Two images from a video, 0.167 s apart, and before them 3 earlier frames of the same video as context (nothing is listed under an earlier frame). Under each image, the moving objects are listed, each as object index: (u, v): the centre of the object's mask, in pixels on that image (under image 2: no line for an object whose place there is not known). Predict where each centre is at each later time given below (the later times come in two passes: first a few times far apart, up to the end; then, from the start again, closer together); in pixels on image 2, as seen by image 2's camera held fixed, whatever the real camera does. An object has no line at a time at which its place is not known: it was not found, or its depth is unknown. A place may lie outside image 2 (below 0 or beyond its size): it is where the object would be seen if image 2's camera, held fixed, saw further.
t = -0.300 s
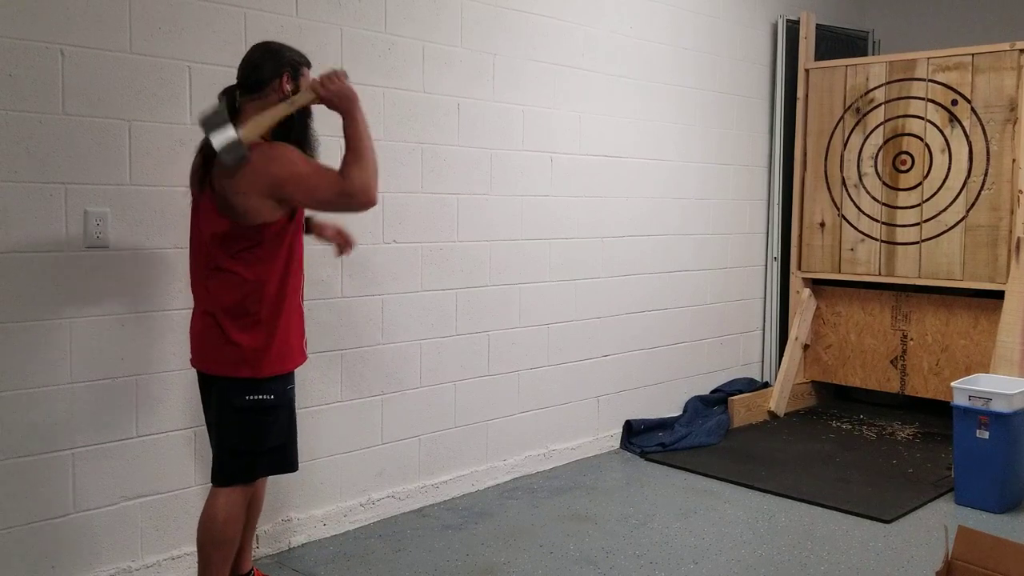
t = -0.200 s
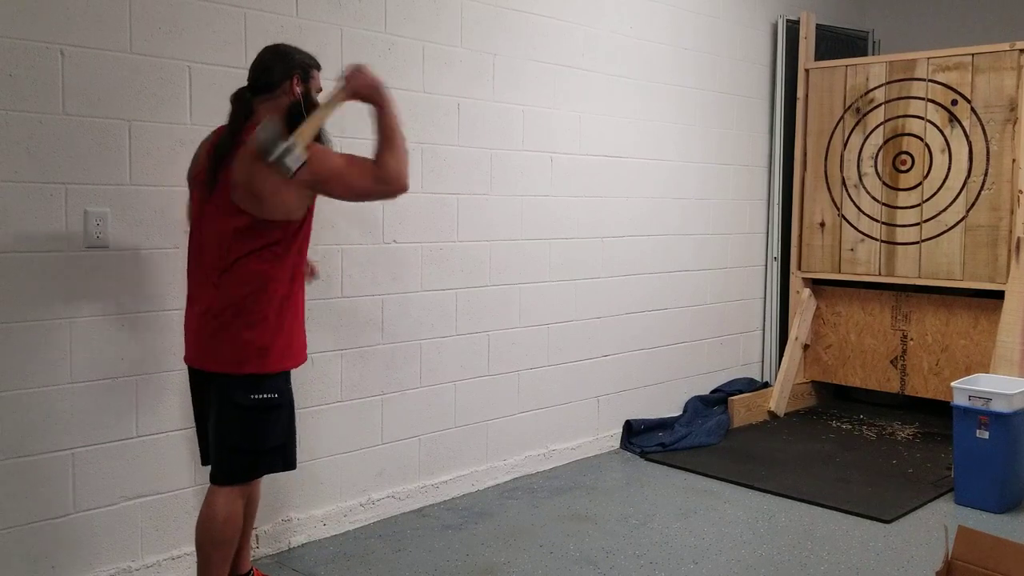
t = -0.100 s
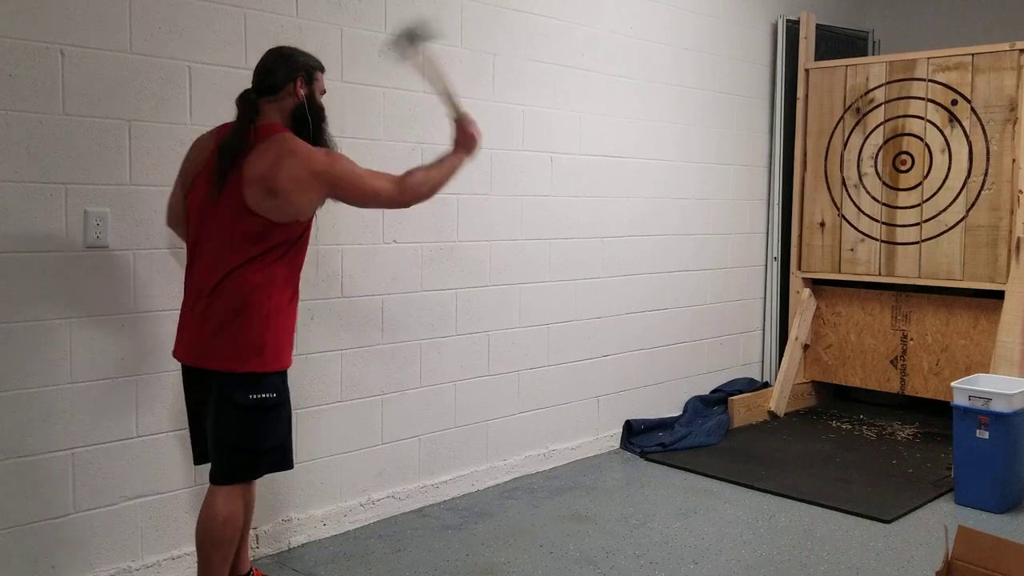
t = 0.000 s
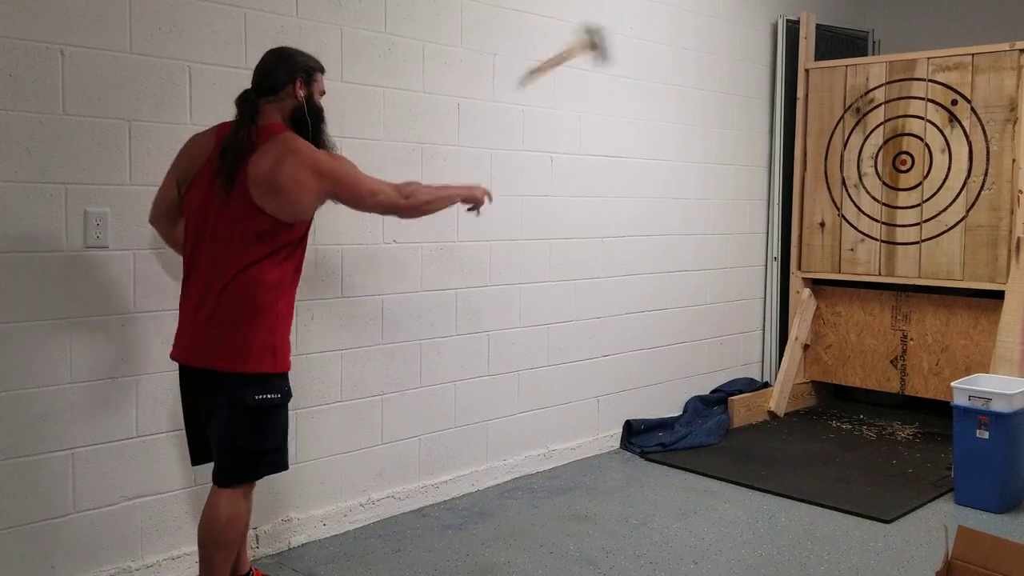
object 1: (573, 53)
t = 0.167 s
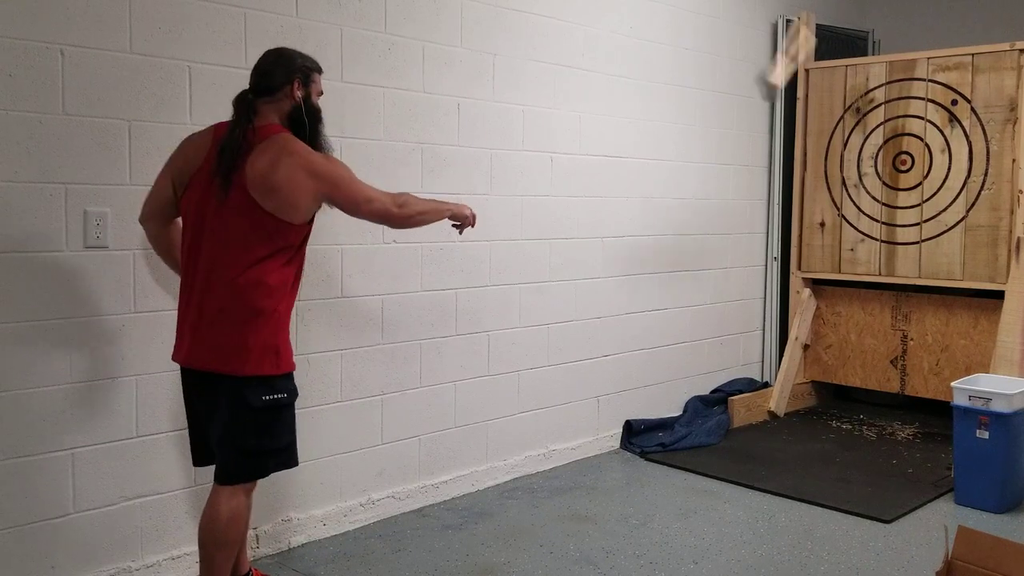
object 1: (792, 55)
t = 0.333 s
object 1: (886, 182)
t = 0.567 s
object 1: (886, 181)
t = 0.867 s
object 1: (886, 182)
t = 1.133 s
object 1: (886, 182)
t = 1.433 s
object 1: (886, 182)
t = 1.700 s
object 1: (886, 182)
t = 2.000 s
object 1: (886, 181)
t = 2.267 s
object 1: (886, 182)
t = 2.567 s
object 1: (886, 182)
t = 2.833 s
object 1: (886, 181)
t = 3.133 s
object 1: (886, 181)
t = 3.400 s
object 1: (886, 181)
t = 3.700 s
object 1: (886, 181)
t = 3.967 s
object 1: (886, 180)
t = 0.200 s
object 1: (812, 89)
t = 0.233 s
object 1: (833, 108)
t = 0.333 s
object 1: (886, 182)
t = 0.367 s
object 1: (886, 181)
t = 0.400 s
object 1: (886, 181)
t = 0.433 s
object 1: (886, 181)
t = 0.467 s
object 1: (886, 182)
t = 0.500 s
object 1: (886, 181)
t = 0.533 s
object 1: (886, 182)
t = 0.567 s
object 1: (886, 181)
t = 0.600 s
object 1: (886, 181)
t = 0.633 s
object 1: (886, 181)
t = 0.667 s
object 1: (886, 181)
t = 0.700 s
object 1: (886, 182)
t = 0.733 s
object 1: (886, 181)
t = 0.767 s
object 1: (886, 182)
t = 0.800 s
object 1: (886, 181)
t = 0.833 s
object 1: (886, 182)
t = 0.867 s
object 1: (886, 182)
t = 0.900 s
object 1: (886, 182)
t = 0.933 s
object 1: (886, 182)
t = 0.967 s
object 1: (886, 181)
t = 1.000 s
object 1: (886, 181)
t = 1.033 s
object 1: (886, 181)
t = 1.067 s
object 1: (886, 182)
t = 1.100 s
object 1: (886, 181)
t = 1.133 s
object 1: (886, 182)
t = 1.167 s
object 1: (886, 182)
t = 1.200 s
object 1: (886, 182)
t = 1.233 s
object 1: (886, 182)
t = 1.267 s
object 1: (886, 182)
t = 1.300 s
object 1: (886, 182)
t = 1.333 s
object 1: (886, 182)
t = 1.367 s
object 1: (886, 182)
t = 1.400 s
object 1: (886, 182)
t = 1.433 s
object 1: (886, 182)
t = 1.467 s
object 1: (886, 182)
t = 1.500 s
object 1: (886, 182)
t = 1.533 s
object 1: (886, 182)
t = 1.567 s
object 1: (886, 182)
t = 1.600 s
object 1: (886, 182)
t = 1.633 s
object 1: (886, 182)
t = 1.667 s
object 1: (886, 180)
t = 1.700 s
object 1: (886, 182)
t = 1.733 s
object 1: (886, 182)
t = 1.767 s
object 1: (886, 182)
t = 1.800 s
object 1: (886, 182)
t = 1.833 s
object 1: (886, 182)
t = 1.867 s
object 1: (886, 182)
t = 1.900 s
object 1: (886, 182)
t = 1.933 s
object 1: (886, 182)
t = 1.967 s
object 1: (886, 181)
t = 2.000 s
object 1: (886, 181)
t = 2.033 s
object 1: (886, 181)
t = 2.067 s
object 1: (886, 182)
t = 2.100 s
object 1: (886, 182)
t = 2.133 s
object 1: (886, 182)
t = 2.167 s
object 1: (886, 182)
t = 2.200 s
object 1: (886, 182)
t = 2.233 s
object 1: (886, 182)
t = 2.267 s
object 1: (886, 182)
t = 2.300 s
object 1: (886, 182)
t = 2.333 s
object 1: (886, 182)
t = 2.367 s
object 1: (886, 182)
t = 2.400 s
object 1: (886, 182)
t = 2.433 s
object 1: (886, 182)
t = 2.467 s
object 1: (886, 182)
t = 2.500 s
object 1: (886, 182)
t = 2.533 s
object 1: (886, 182)
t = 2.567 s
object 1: (886, 182)
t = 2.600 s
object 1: (886, 182)
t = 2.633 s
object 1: (886, 182)
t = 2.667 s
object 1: (886, 181)
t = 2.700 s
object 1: (886, 182)
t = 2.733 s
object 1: (886, 181)
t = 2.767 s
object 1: (886, 181)
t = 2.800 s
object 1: (886, 181)
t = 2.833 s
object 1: (886, 181)
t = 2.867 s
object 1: (886, 181)
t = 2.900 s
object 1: (886, 181)
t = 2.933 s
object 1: (886, 181)
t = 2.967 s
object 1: (886, 181)
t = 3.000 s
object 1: (886, 181)
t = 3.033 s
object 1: (886, 181)
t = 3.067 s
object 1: (886, 181)
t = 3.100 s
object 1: (886, 181)
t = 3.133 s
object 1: (886, 181)
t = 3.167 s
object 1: (886, 181)
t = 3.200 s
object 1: (886, 181)
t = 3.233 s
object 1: (886, 181)
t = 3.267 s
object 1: (886, 181)
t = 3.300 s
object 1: (886, 181)
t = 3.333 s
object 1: (886, 181)
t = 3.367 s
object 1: (886, 181)
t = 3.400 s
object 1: (886, 181)
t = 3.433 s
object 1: (886, 181)
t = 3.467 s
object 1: (886, 181)
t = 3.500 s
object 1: (886, 181)
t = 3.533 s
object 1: (886, 180)
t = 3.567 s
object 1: (886, 180)
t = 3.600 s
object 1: (886, 179)
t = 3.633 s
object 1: (886, 180)
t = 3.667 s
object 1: (886, 180)
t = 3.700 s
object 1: (886, 181)
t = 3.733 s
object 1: (886, 180)
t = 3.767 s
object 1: (886, 180)
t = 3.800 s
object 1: (886, 181)
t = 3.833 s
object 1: (886, 181)
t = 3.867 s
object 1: (886, 181)
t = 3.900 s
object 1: (886, 181)
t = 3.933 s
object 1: (886, 181)
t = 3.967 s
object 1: (886, 180)
